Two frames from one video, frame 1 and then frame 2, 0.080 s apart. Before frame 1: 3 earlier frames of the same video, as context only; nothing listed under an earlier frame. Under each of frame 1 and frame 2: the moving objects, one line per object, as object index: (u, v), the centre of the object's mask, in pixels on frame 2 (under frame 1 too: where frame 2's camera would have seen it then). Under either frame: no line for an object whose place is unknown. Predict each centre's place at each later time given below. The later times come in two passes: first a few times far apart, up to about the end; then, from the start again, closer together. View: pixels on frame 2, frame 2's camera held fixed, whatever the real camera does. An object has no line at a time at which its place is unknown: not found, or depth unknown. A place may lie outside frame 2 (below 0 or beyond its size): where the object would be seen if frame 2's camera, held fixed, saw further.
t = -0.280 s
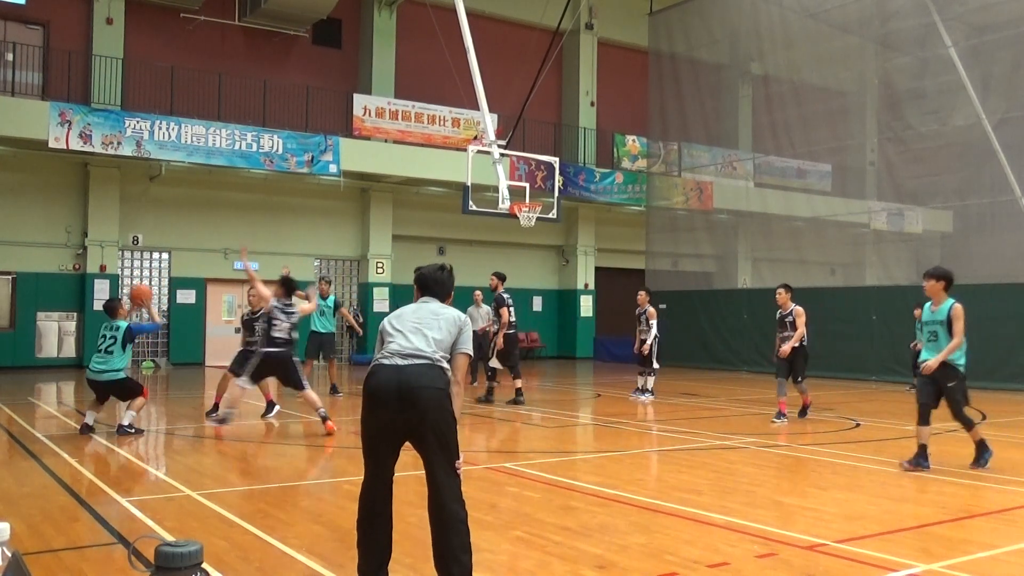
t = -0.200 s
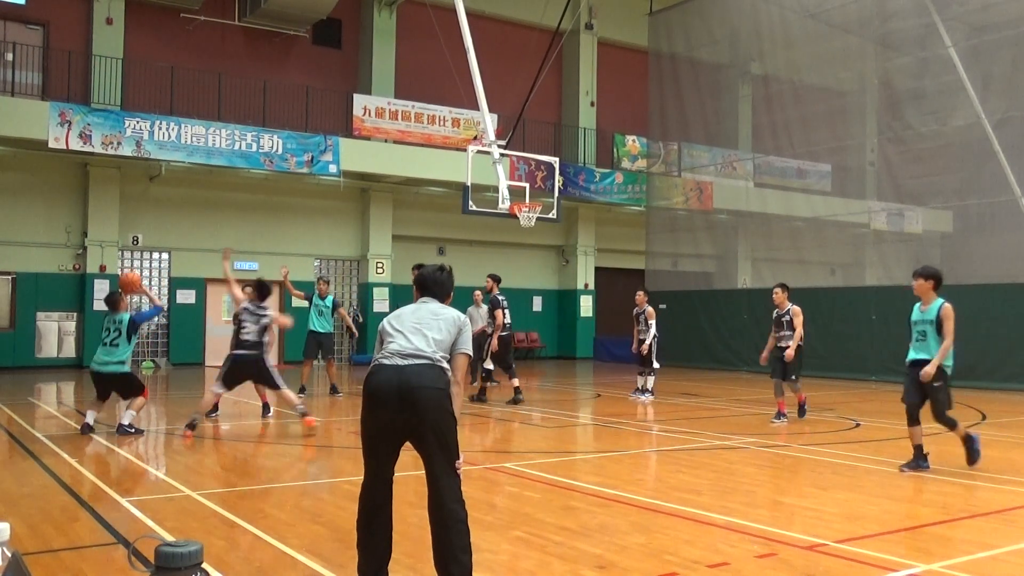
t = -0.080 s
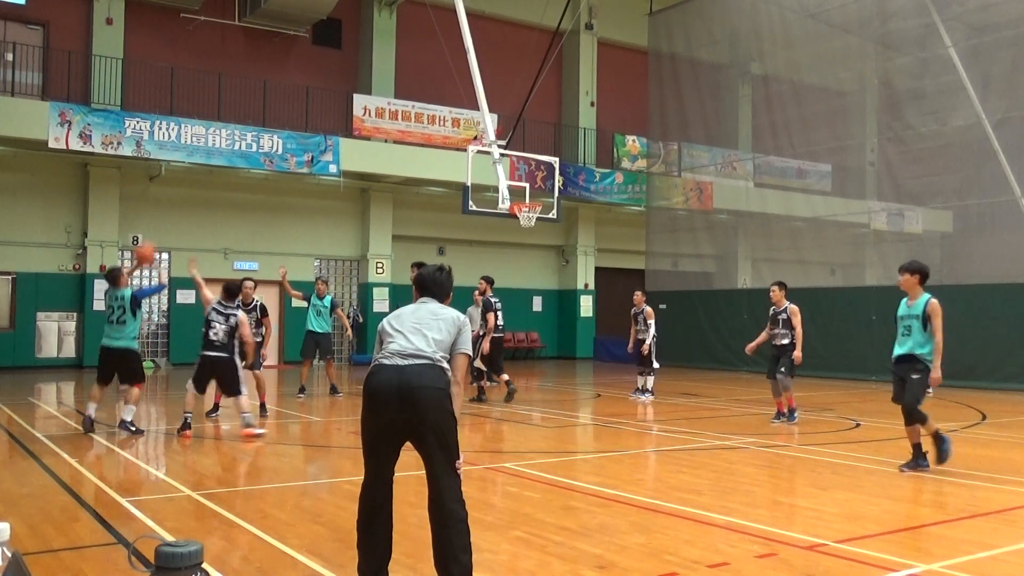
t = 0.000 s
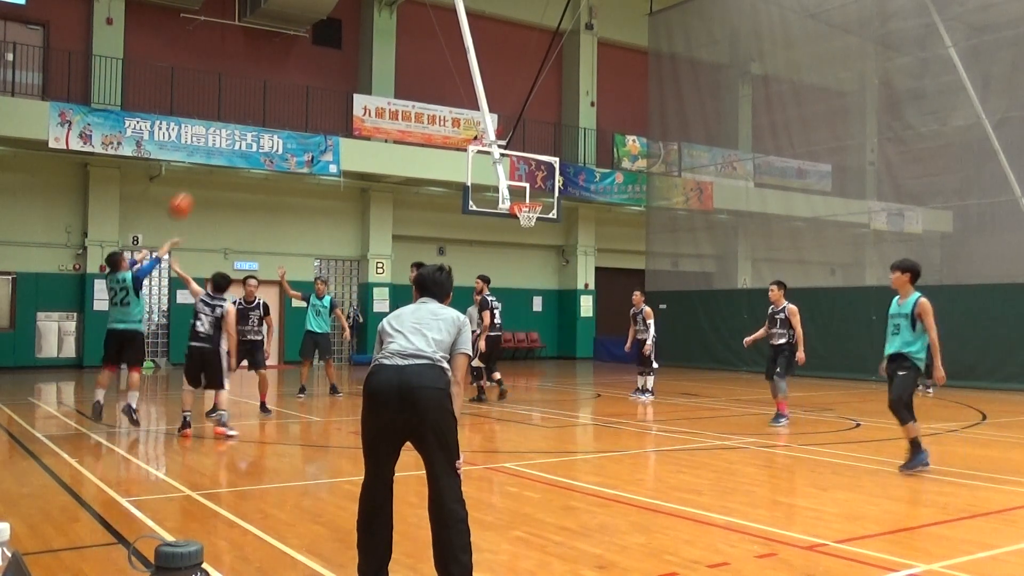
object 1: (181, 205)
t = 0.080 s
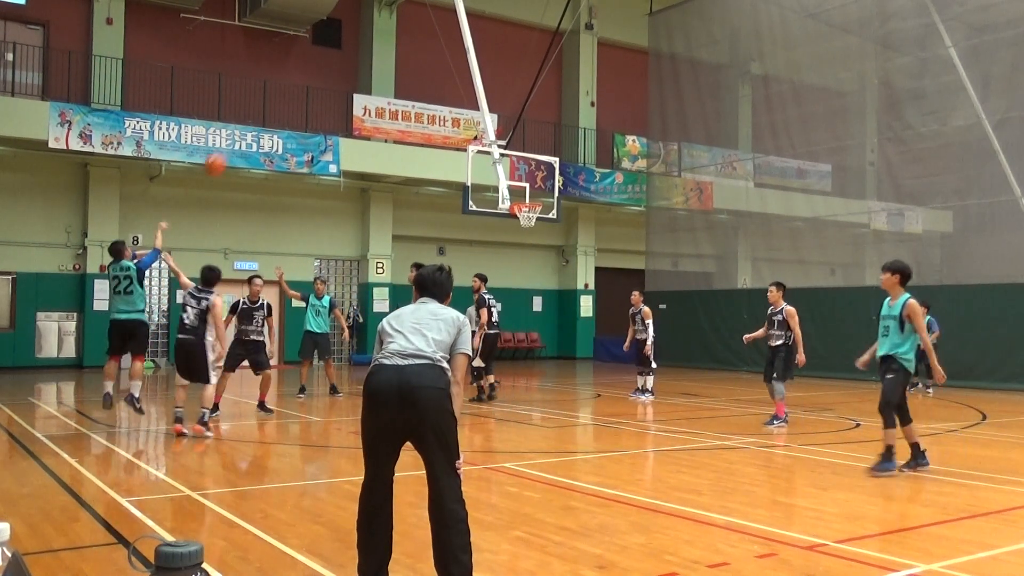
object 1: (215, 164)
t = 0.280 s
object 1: (291, 93)
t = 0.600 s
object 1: (386, 59)
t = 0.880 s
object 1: (451, 89)
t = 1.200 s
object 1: (513, 169)
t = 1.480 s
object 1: (551, 183)
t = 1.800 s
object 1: (596, 208)
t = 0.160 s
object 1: (248, 129)
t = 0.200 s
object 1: (263, 115)
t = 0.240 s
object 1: (278, 104)
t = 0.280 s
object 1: (291, 93)
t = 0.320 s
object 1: (305, 84)
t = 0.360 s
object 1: (317, 77)
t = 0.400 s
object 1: (329, 71)
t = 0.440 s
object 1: (342, 66)
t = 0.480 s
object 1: (353, 63)
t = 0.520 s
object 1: (364, 60)
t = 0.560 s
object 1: (375, 59)
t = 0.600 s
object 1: (386, 59)
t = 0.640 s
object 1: (396, 61)
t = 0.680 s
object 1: (405, 63)
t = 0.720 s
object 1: (415, 66)
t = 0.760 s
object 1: (425, 71)
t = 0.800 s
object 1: (434, 76)
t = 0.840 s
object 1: (443, 82)
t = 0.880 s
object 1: (451, 89)
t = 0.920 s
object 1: (460, 96)
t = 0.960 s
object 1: (468, 104)
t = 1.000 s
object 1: (476, 113)
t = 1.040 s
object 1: (484, 124)
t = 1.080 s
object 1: (491, 136)
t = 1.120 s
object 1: (500, 146)
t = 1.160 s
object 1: (507, 160)
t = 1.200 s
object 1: (513, 169)
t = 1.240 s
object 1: (519, 186)
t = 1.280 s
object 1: (527, 197)
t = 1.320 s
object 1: (532, 196)
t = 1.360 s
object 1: (537, 191)
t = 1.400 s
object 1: (540, 188)
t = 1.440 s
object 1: (545, 185)
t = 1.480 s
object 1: (551, 183)
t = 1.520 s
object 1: (556, 183)
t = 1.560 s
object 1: (561, 183)
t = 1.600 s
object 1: (567, 183)
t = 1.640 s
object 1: (571, 187)
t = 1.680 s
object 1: (578, 190)
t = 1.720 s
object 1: (583, 194)
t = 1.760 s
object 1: (589, 200)
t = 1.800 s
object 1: (596, 208)
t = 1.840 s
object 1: (601, 216)
